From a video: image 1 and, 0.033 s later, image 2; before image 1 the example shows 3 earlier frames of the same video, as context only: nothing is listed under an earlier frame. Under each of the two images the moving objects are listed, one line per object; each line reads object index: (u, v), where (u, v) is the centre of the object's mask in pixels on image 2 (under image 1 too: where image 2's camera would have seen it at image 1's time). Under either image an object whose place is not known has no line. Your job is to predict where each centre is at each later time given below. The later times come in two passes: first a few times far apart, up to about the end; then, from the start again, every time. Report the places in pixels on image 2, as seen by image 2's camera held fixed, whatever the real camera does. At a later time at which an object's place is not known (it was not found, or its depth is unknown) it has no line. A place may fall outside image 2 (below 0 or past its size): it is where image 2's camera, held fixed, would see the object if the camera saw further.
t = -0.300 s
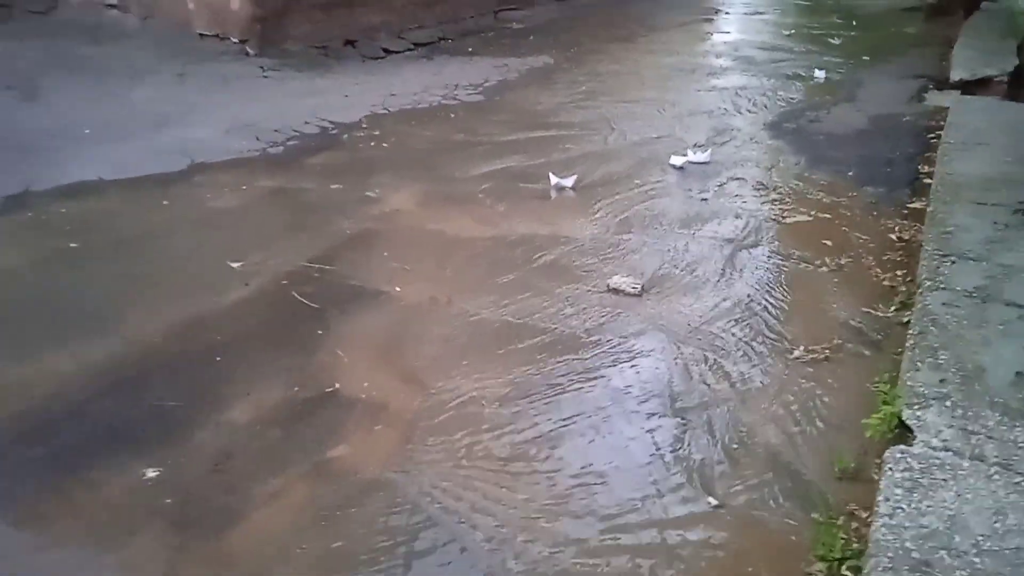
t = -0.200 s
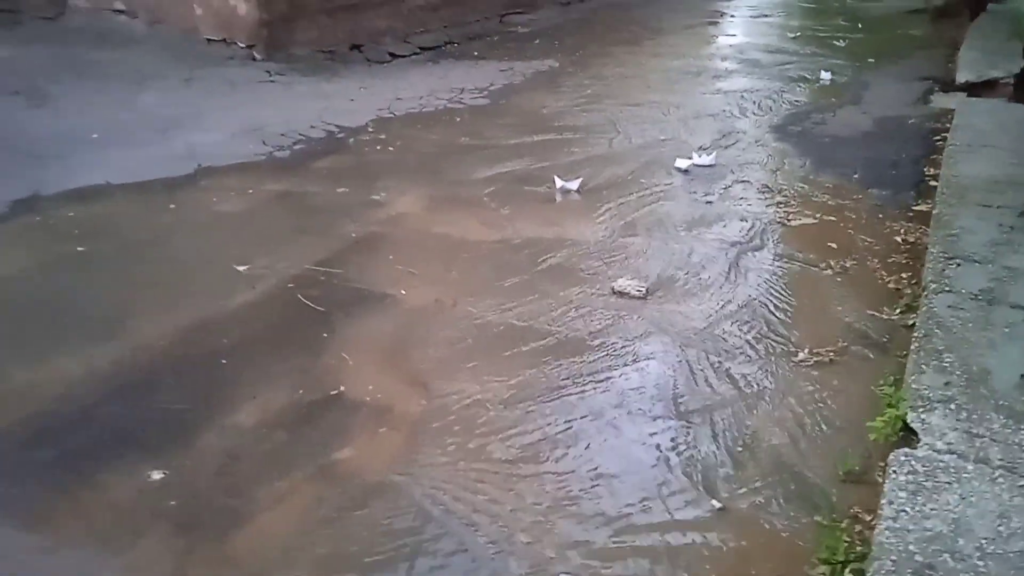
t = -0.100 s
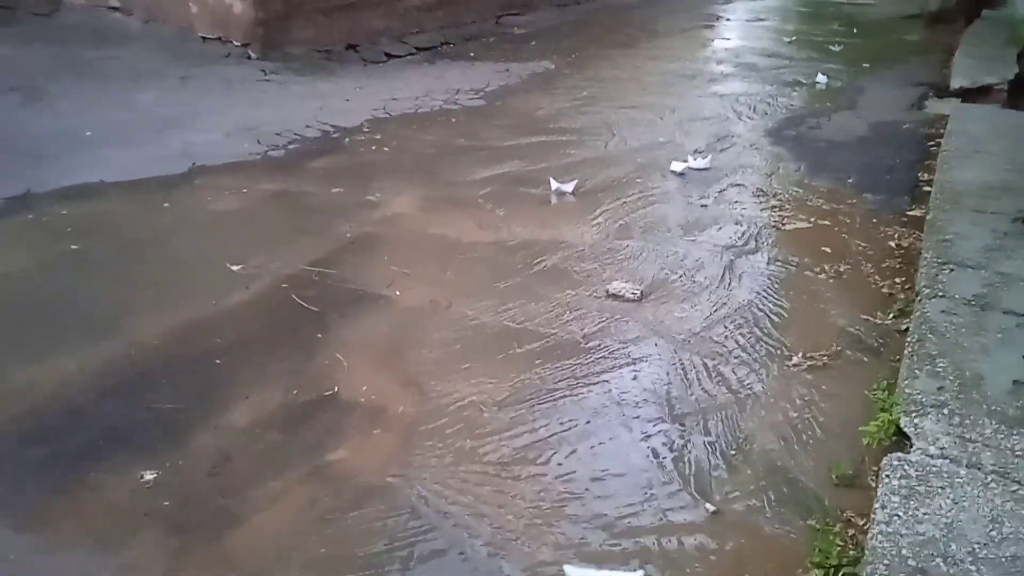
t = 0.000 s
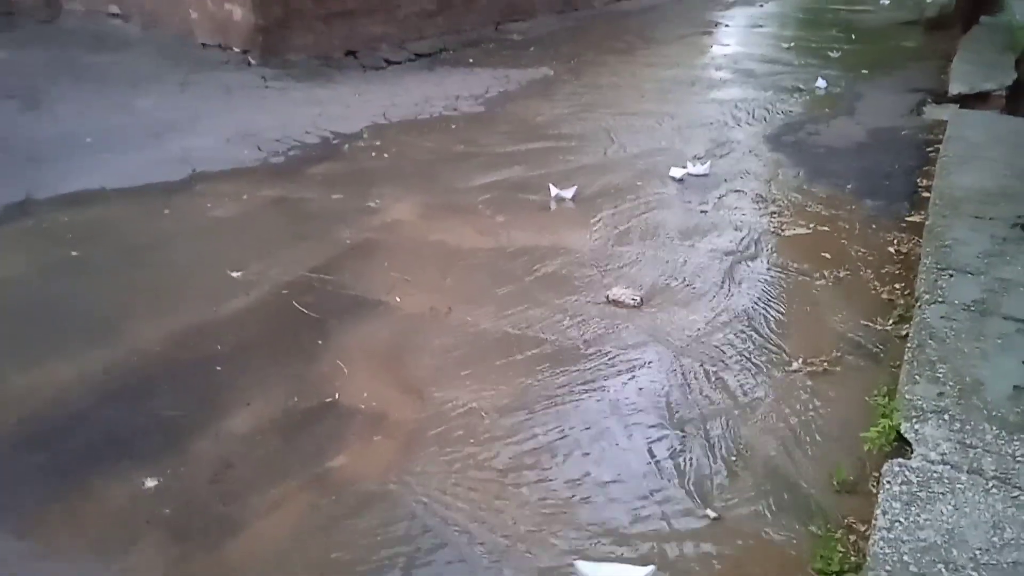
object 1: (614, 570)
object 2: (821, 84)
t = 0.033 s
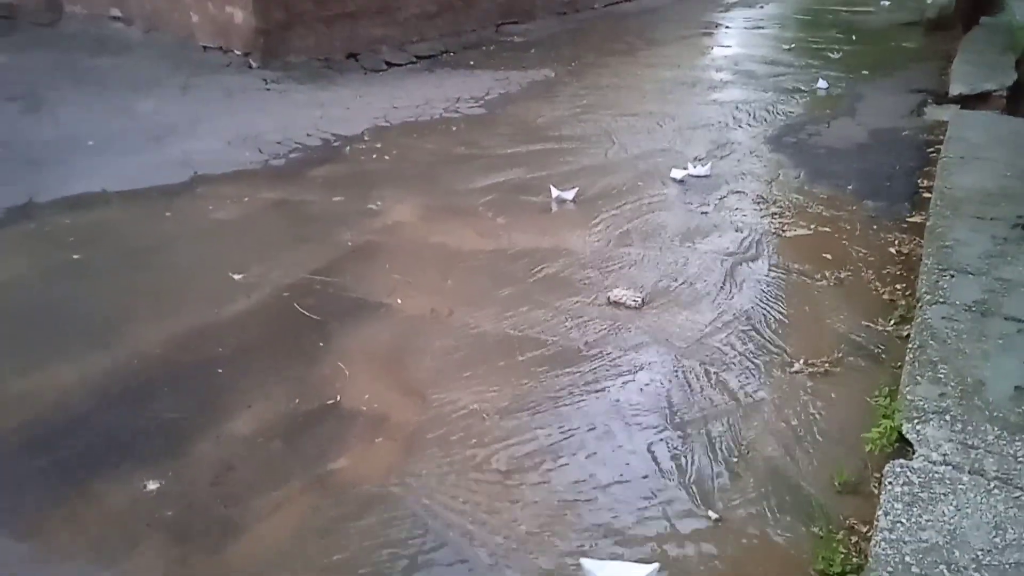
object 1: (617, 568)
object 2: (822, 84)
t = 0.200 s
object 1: (634, 556)
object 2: (823, 82)
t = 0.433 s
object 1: (655, 531)
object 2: (824, 80)
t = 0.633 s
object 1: (672, 512)
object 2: (826, 78)
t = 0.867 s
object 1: (684, 476)
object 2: (828, 76)
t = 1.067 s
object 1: (703, 464)
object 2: (828, 74)
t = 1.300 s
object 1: (720, 442)
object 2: (827, 72)
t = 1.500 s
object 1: (727, 420)
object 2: (824, 72)
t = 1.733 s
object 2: (822, 70)
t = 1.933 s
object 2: (820, 68)
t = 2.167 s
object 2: (818, 66)
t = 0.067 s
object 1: (621, 565)
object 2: (822, 83)
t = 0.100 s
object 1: (624, 562)
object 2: (822, 83)
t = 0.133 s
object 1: (627, 559)
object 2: (823, 83)
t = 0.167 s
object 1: (630, 558)
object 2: (823, 82)
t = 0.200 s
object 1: (634, 556)
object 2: (823, 82)
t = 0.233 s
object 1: (637, 552)
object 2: (823, 82)
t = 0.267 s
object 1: (641, 549)
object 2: (823, 82)
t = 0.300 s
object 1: (644, 545)
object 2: (823, 81)
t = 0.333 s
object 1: (647, 542)
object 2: (824, 81)
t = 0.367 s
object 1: (649, 538)
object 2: (824, 81)
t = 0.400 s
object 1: (653, 535)
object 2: (824, 80)
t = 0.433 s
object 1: (655, 531)
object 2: (824, 80)
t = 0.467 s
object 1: (658, 528)
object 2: (825, 80)
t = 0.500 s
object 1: (661, 524)
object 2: (825, 80)
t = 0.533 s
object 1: (664, 521)
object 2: (825, 80)
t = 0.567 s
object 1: (667, 518)
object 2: (825, 79)
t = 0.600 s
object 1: (670, 515)
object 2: (826, 78)
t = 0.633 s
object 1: (672, 512)
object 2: (826, 78)
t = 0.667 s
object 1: (674, 507)
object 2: (826, 77)
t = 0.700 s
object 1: (676, 501)
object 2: (827, 77)
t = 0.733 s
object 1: (679, 493)
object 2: (827, 77)
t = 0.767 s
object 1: (681, 488)
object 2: (828, 77)
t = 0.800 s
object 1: (683, 484)
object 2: (828, 76)
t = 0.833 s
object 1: (684, 480)
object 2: (828, 76)
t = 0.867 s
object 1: (684, 476)
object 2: (828, 76)
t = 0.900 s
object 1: (687, 473)
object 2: (828, 76)
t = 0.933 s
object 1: (691, 472)
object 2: (828, 75)
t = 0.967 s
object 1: (694, 470)
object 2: (828, 75)
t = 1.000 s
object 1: (697, 469)
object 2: (829, 75)
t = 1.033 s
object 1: (700, 467)
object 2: (828, 74)
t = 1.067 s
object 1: (703, 464)
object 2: (828, 74)
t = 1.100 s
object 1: (706, 462)
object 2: (828, 74)
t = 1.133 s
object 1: (708, 459)
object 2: (828, 74)
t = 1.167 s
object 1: (711, 455)
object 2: (828, 74)
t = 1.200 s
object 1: (714, 452)
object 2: (828, 74)
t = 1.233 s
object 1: (716, 448)
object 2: (827, 73)
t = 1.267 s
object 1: (718, 445)
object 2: (827, 73)
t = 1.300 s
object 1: (720, 442)
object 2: (827, 72)
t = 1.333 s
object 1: (721, 438)
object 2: (826, 72)
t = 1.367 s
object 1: (722, 435)
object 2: (826, 72)
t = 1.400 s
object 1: (723, 431)
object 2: (826, 72)
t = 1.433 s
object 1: (724, 427)
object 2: (825, 72)
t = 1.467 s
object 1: (726, 423)
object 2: (825, 72)
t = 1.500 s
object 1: (727, 420)
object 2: (824, 72)
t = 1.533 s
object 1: (728, 416)
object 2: (824, 71)
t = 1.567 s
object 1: (729, 412)
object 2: (823, 71)
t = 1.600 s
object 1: (730, 409)
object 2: (823, 71)
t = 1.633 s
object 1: (732, 405)
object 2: (823, 71)
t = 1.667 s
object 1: (733, 402)
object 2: (823, 71)
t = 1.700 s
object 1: (734, 399)
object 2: (822, 70)
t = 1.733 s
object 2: (822, 70)
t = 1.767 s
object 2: (821, 70)
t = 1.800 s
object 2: (821, 69)
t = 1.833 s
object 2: (820, 69)
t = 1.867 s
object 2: (820, 69)
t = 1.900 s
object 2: (820, 68)
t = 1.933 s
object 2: (820, 68)
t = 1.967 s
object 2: (819, 68)
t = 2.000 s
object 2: (818, 67)
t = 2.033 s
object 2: (818, 67)
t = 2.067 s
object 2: (818, 67)
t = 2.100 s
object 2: (818, 67)
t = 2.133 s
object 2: (818, 67)
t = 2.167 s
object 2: (818, 66)
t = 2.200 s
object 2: (817, 66)
